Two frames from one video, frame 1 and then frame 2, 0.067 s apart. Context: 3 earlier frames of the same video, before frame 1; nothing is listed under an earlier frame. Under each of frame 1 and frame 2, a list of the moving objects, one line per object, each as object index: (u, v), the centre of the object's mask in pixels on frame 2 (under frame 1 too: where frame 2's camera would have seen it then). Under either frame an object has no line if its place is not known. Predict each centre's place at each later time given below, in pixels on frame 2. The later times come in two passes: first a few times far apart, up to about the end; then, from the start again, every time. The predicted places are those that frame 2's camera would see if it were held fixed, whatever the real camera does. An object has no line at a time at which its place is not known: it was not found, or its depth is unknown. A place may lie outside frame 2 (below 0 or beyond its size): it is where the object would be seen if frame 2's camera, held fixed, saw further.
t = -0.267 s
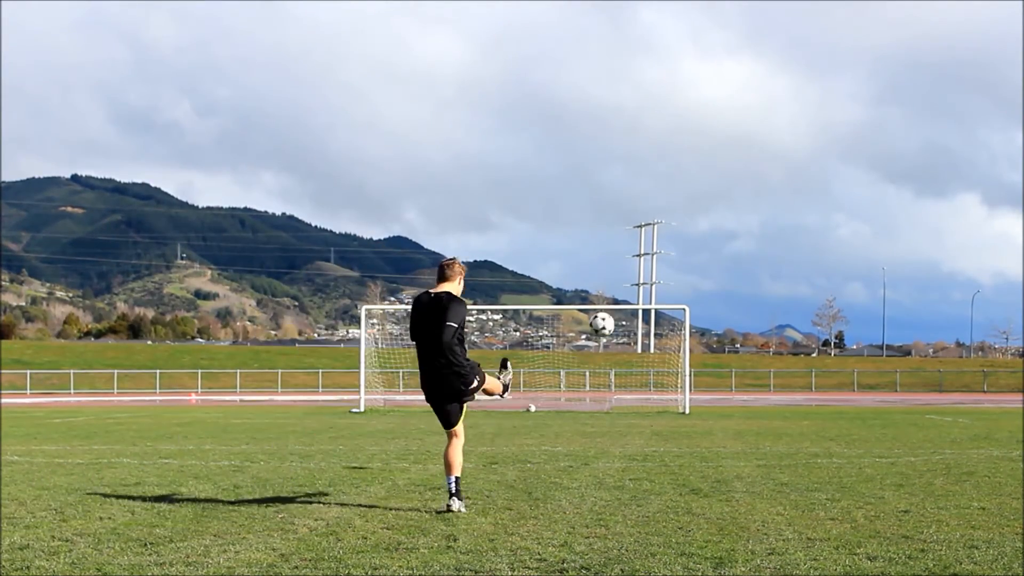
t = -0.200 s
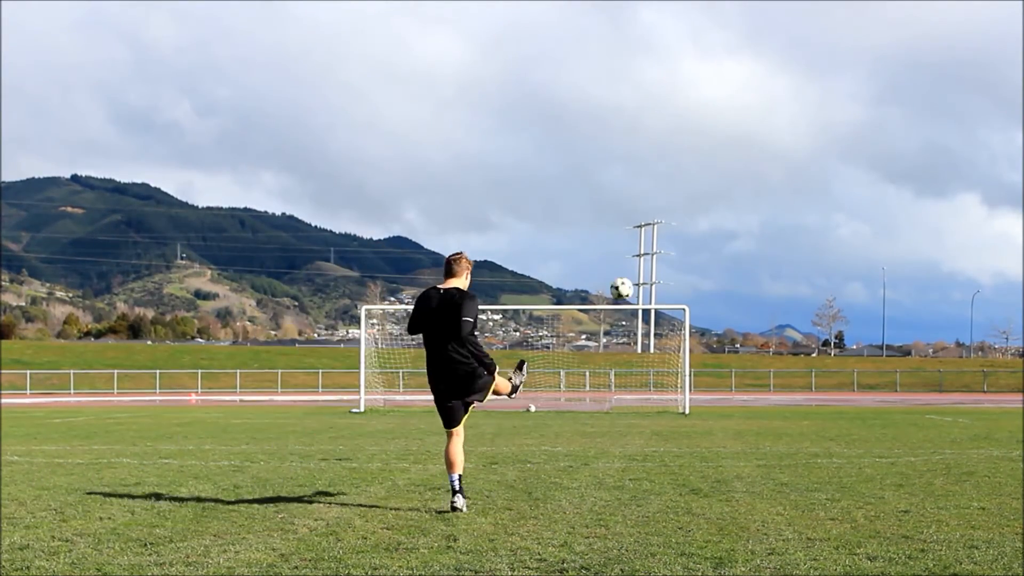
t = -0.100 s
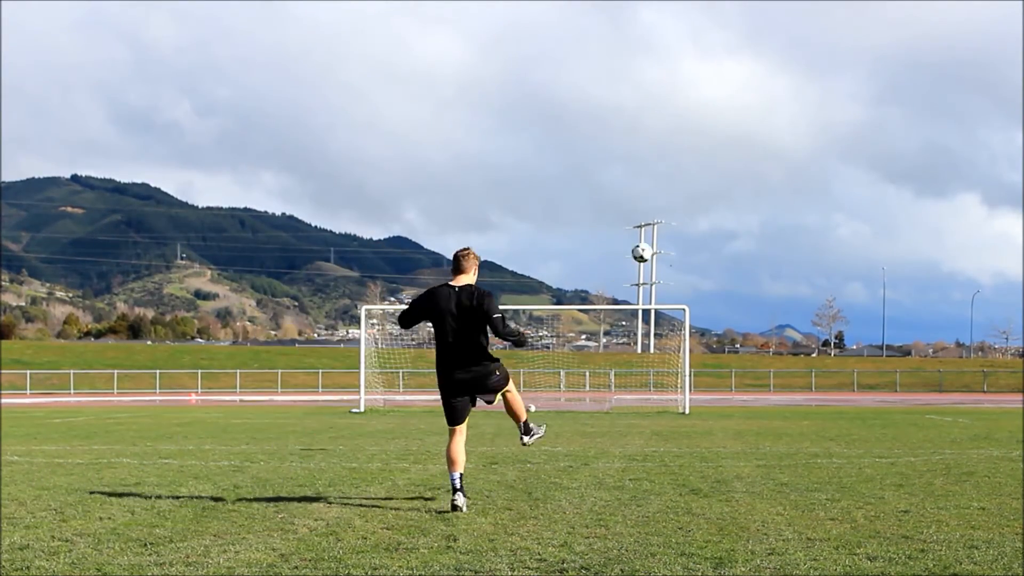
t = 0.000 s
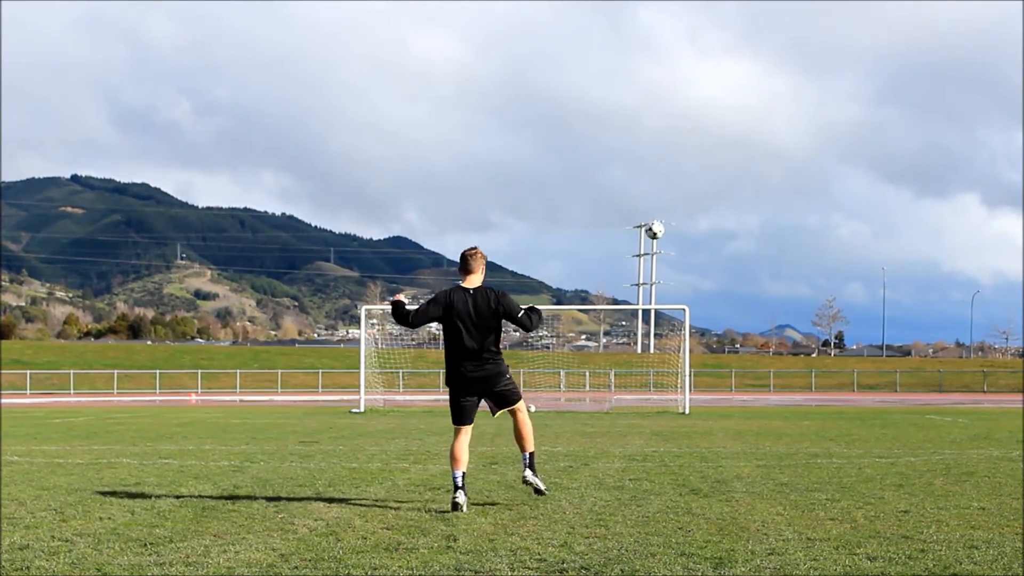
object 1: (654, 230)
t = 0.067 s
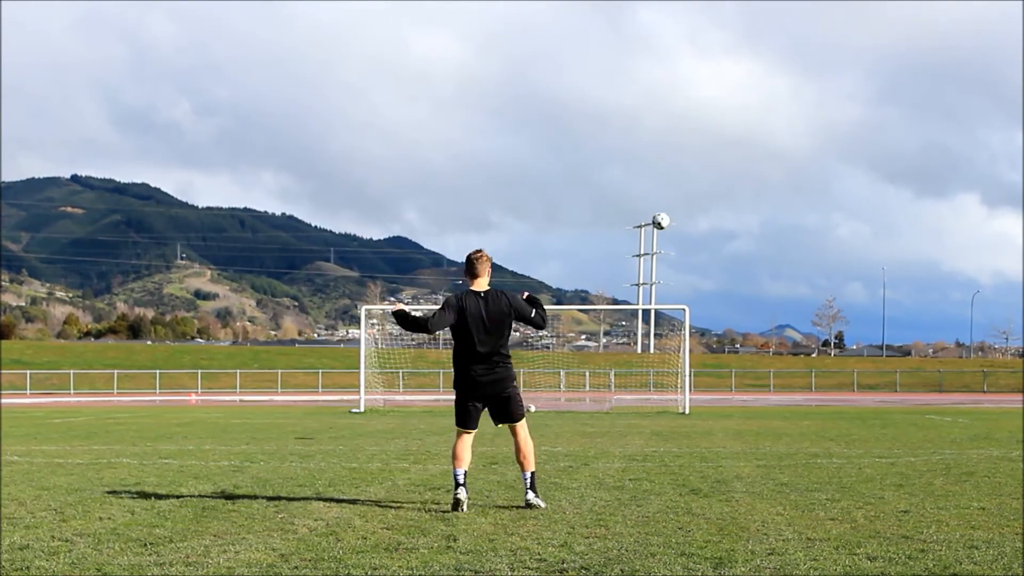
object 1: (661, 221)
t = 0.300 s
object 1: (668, 217)
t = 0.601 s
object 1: (662, 251)
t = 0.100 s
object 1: (662, 217)
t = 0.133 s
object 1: (664, 216)
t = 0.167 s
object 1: (665, 215)
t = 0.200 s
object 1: (667, 214)
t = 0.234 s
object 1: (667, 214)
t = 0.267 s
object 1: (667, 215)
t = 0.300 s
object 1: (668, 217)
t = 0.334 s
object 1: (668, 219)
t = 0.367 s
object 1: (668, 221)
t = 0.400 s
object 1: (667, 224)
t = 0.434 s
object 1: (667, 228)
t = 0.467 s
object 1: (666, 232)
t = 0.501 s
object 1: (665, 236)
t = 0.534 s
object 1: (664, 241)
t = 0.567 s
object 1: (663, 246)
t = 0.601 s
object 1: (662, 251)
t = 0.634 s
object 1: (661, 257)
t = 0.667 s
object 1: (660, 263)
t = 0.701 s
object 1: (658, 269)
